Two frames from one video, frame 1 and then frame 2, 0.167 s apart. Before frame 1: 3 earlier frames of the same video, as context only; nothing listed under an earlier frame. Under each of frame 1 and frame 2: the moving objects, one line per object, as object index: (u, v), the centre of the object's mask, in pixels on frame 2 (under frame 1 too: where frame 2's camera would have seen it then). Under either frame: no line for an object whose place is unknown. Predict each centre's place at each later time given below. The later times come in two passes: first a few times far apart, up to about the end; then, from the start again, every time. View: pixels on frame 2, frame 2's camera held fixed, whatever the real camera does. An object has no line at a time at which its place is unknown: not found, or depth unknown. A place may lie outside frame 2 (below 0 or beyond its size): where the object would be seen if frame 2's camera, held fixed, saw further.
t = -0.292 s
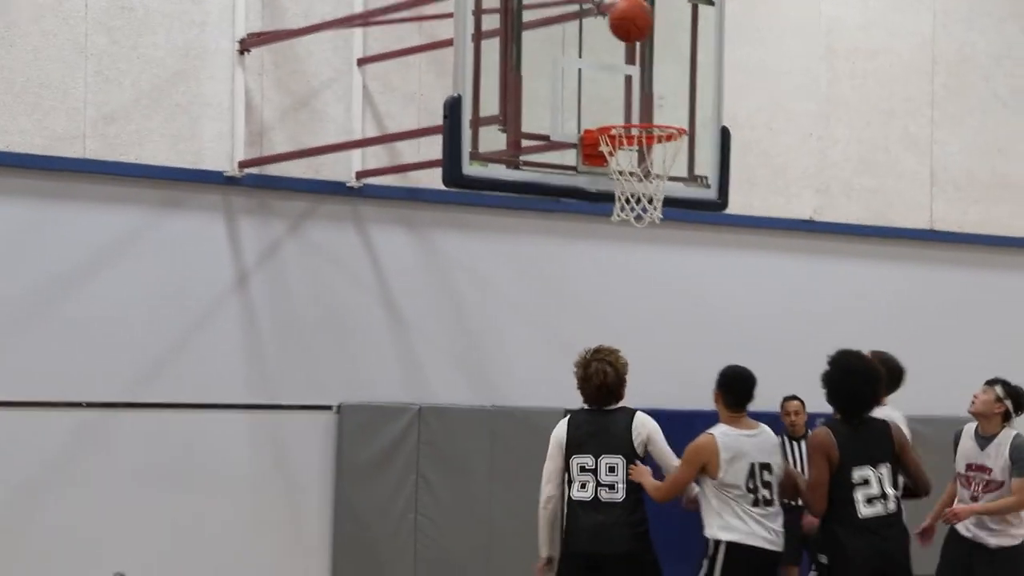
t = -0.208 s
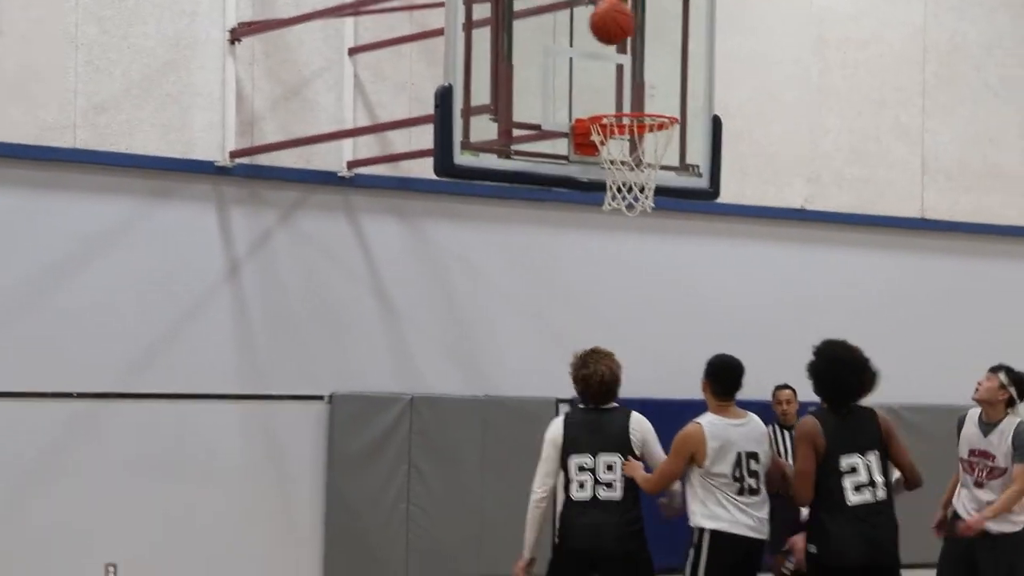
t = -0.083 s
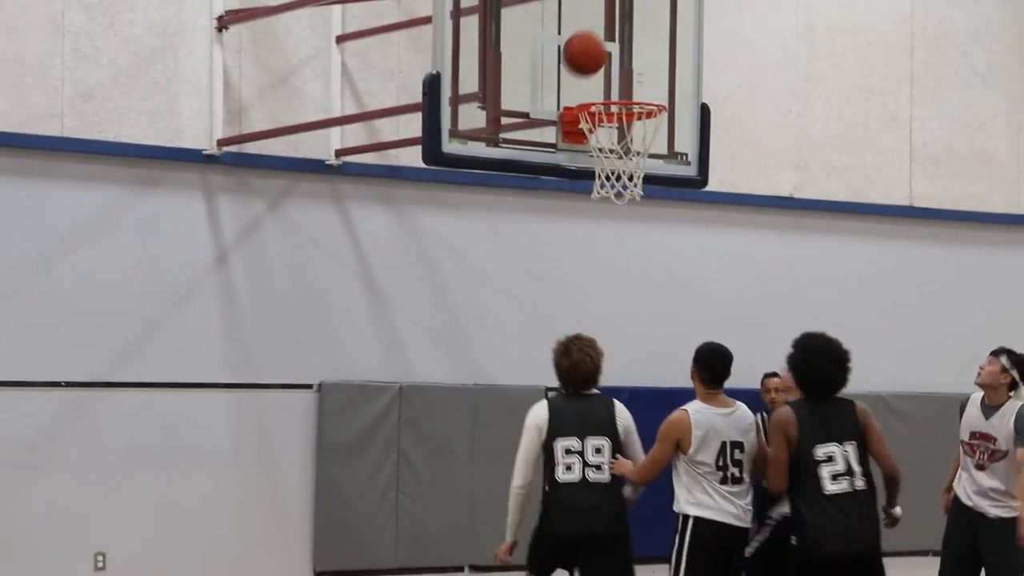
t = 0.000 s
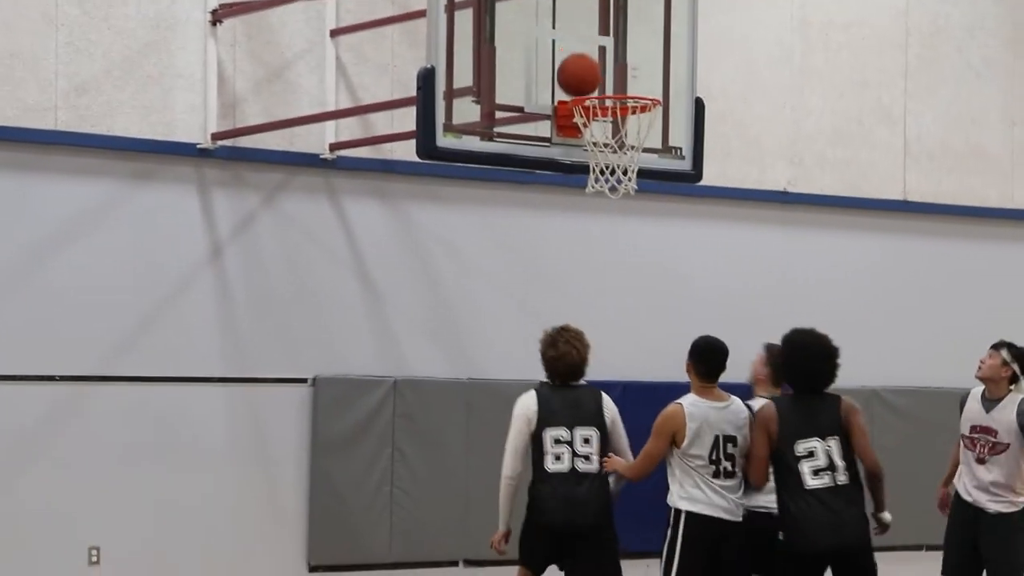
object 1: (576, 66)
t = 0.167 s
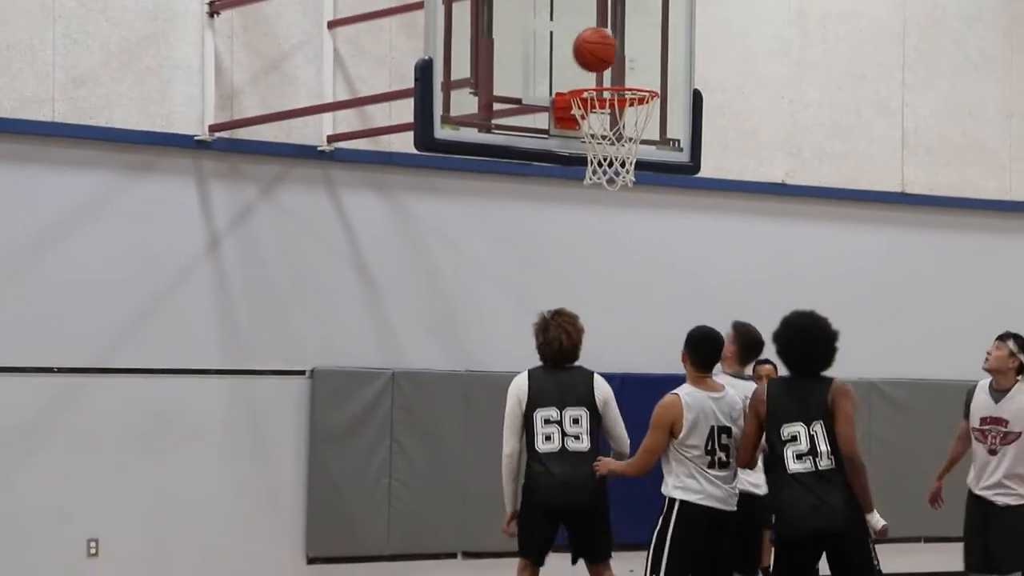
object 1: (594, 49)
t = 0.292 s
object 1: (610, 58)
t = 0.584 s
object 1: (632, 73)
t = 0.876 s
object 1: (615, 175)
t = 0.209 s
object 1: (600, 50)
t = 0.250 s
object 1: (605, 52)
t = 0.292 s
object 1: (610, 58)
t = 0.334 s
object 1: (614, 67)
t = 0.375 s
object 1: (618, 69)
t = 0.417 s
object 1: (621, 65)
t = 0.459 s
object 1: (624, 64)
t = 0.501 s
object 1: (626, 65)
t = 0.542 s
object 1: (629, 68)
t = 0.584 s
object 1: (632, 73)
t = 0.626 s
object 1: (635, 84)
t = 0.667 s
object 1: (633, 99)
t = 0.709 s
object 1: (629, 111)
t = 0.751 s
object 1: (625, 125)
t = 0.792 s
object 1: (622, 141)
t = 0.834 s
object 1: (619, 158)
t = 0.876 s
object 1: (615, 175)
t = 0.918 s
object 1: (611, 197)
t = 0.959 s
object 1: (607, 218)
